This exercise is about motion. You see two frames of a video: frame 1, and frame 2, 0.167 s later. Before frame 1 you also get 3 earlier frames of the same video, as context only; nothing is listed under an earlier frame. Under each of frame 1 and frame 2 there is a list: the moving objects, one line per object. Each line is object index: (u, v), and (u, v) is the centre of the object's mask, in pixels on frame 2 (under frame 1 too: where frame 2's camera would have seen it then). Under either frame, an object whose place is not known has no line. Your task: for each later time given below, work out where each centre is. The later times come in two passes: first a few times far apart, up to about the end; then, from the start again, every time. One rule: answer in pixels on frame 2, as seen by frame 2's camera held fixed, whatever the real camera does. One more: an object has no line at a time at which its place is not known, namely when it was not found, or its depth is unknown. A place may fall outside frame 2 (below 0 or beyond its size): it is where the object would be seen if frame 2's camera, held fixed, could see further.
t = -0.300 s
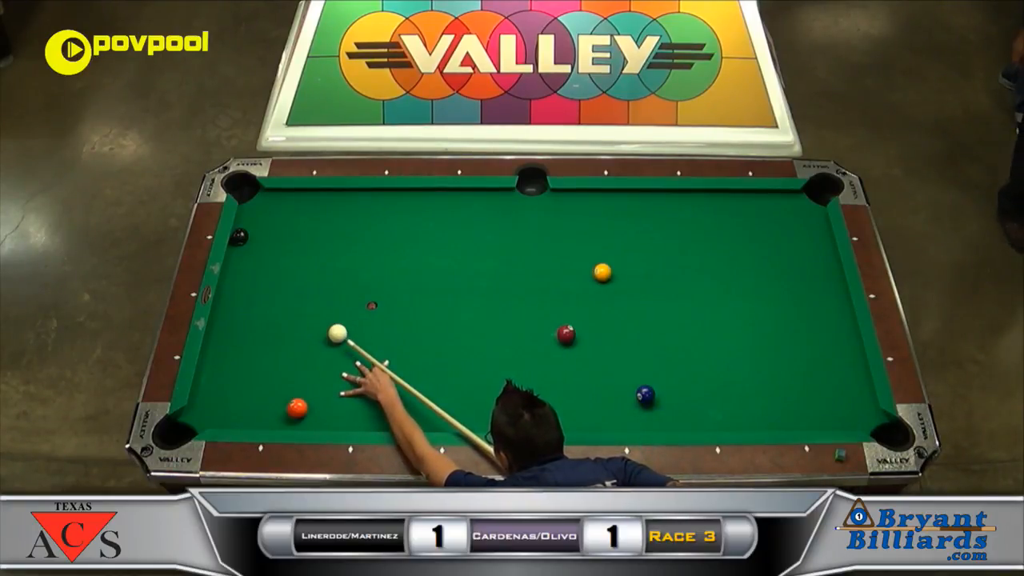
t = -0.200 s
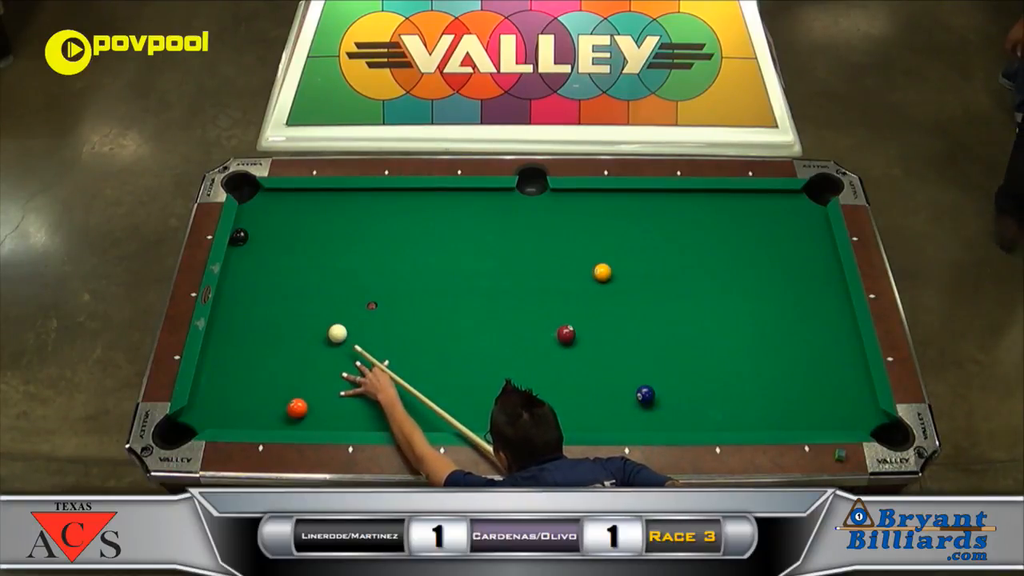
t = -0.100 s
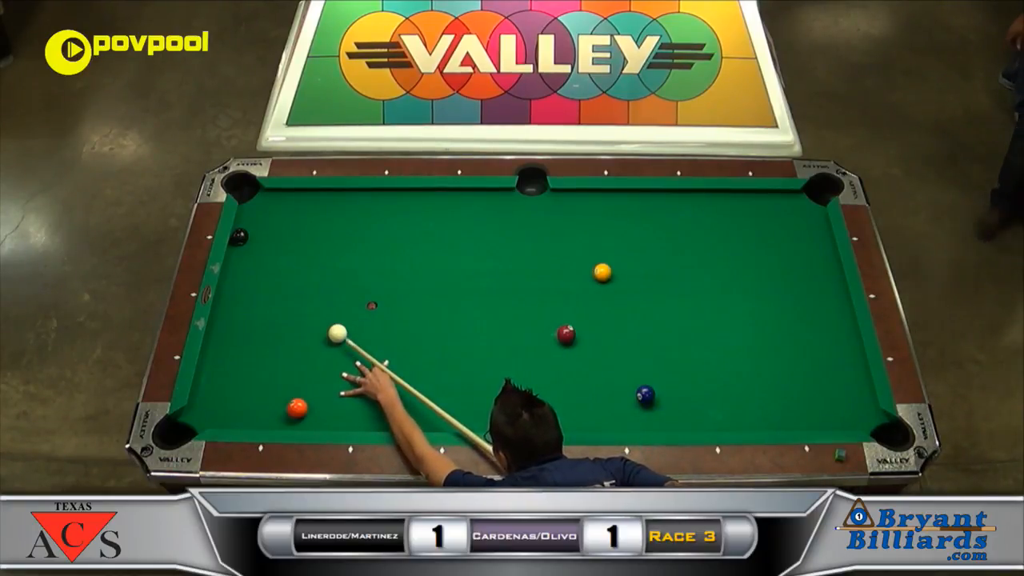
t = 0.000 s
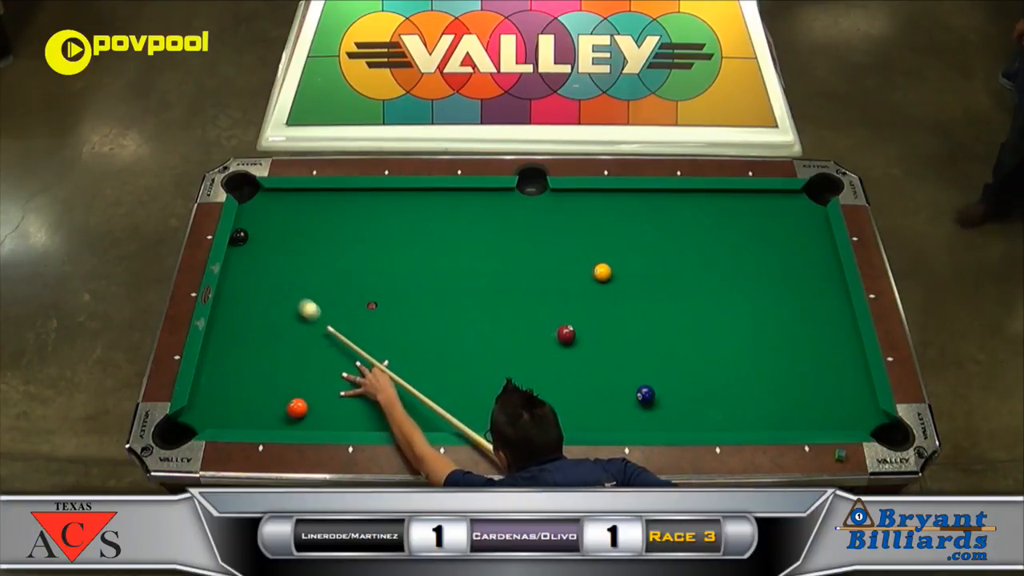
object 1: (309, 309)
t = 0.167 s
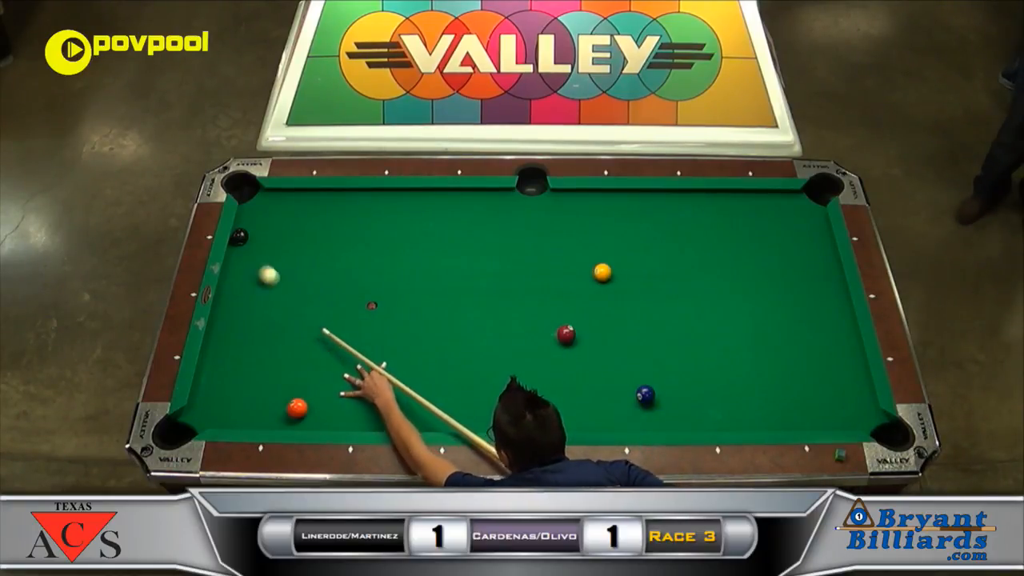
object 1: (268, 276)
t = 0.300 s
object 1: (240, 251)
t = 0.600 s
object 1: (269, 244)
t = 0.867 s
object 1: (299, 239)
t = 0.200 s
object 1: (261, 269)
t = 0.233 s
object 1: (254, 263)
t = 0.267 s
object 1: (247, 257)
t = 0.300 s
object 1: (240, 251)
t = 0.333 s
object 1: (235, 248)
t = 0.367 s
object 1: (240, 248)
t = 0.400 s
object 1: (244, 248)
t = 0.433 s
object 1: (249, 248)
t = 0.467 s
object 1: (253, 247)
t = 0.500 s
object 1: (257, 246)
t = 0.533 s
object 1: (261, 246)
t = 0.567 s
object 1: (265, 245)
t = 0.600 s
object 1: (269, 244)
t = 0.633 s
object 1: (273, 243)
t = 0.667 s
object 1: (276, 243)
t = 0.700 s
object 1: (280, 242)
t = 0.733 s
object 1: (284, 241)
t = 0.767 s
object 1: (288, 241)
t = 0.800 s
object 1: (292, 240)
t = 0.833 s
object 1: (295, 240)
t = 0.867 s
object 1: (299, 239)
